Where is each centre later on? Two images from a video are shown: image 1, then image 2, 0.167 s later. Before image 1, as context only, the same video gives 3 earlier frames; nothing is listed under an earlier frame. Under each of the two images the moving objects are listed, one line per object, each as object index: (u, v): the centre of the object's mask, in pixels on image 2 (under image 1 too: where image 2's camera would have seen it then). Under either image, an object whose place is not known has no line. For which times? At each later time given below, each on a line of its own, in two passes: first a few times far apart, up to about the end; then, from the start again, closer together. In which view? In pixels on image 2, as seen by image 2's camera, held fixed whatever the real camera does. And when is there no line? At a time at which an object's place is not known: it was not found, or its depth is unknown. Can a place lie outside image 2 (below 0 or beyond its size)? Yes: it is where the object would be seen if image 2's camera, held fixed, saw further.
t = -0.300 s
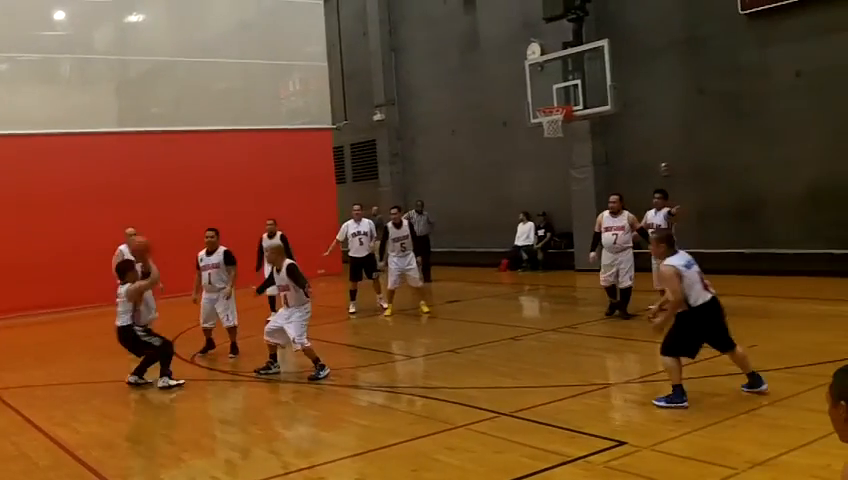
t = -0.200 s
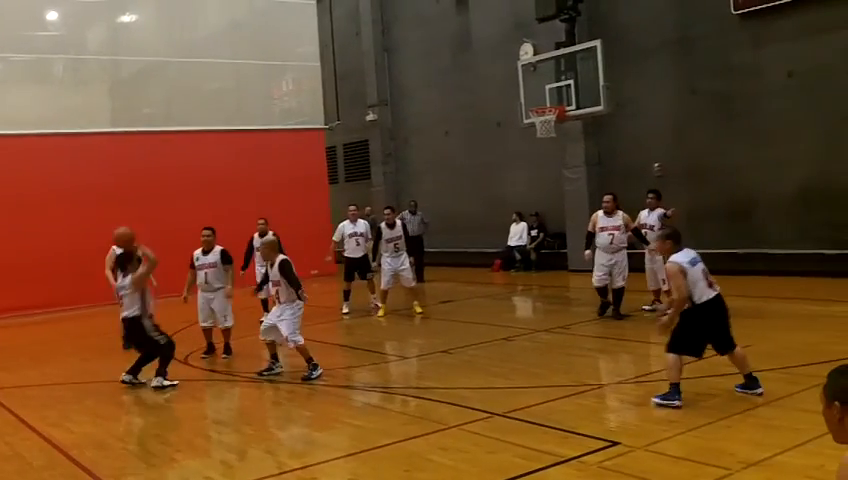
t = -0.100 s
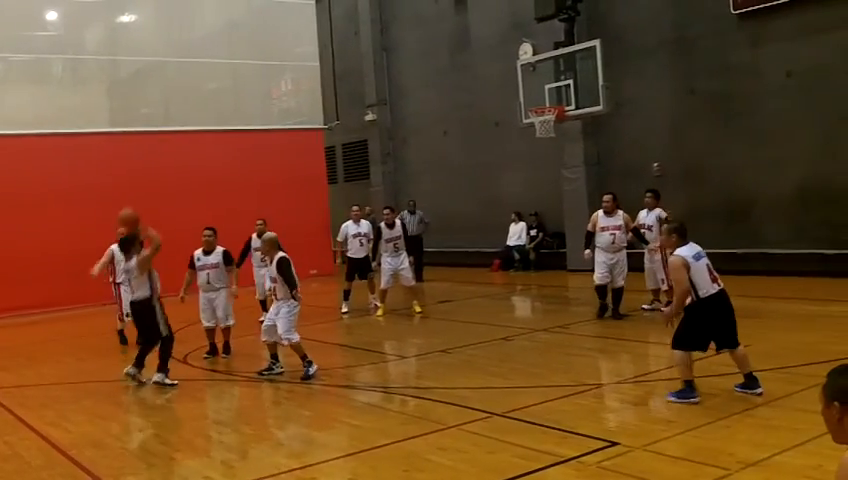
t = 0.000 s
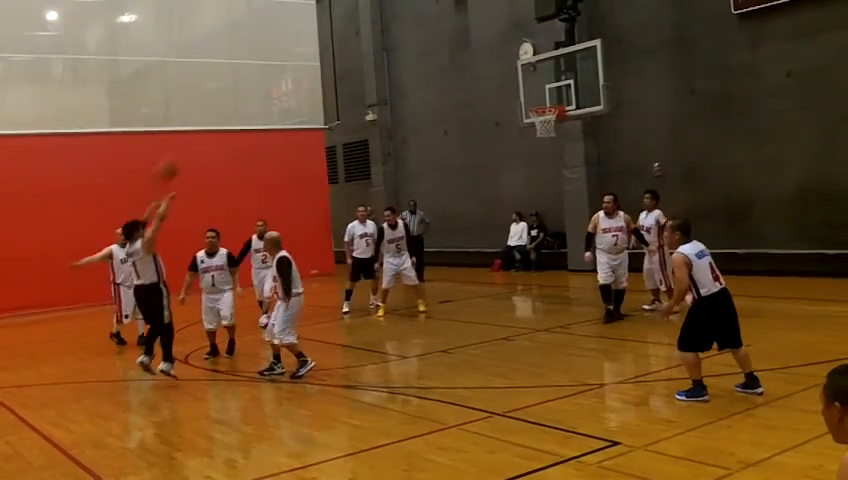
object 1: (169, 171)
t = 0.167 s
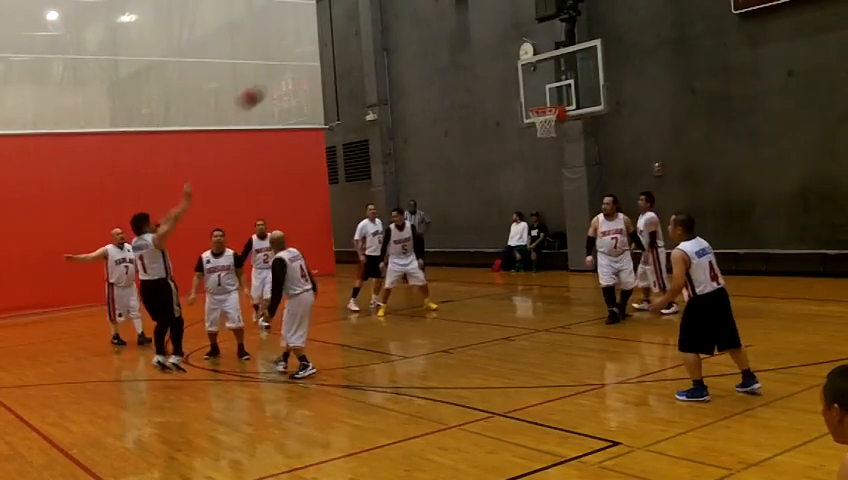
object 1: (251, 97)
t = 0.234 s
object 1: (281, 77)
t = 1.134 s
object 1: (533, 118)
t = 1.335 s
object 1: (538, 126)
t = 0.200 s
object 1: (266, 87)
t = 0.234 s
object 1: (281, 77)
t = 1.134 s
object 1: (533, 118)
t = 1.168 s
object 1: (531, 119)
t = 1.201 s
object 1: (531, 119)
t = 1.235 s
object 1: (532, 121)
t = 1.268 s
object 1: (533, 121)
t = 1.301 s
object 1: (535, 124)
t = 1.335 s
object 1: (538, 126)
